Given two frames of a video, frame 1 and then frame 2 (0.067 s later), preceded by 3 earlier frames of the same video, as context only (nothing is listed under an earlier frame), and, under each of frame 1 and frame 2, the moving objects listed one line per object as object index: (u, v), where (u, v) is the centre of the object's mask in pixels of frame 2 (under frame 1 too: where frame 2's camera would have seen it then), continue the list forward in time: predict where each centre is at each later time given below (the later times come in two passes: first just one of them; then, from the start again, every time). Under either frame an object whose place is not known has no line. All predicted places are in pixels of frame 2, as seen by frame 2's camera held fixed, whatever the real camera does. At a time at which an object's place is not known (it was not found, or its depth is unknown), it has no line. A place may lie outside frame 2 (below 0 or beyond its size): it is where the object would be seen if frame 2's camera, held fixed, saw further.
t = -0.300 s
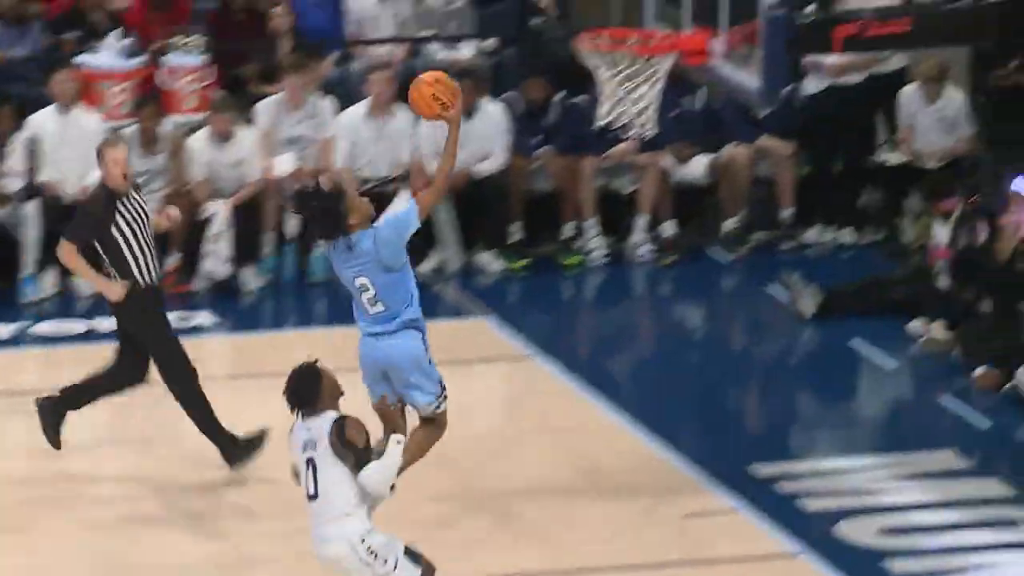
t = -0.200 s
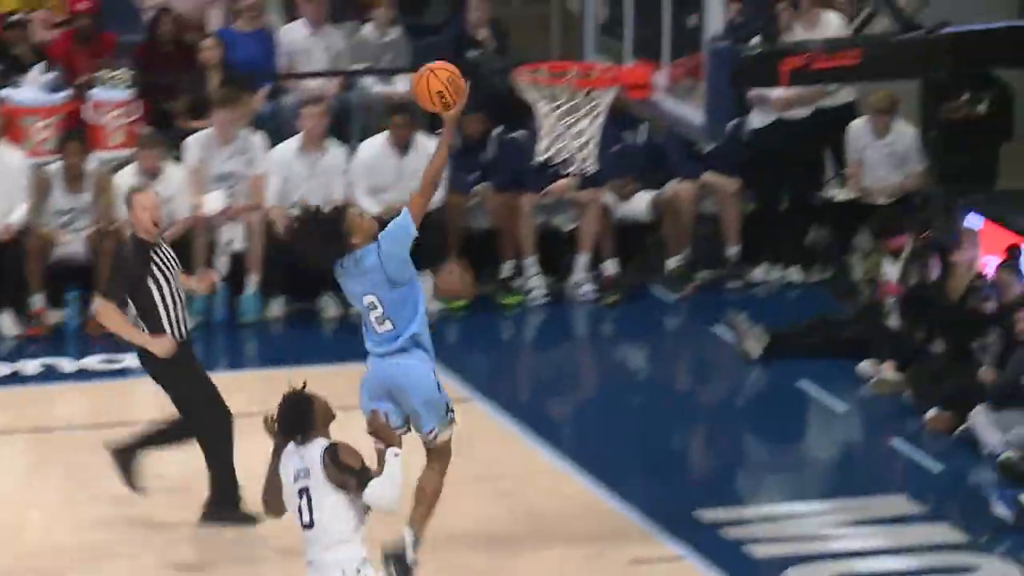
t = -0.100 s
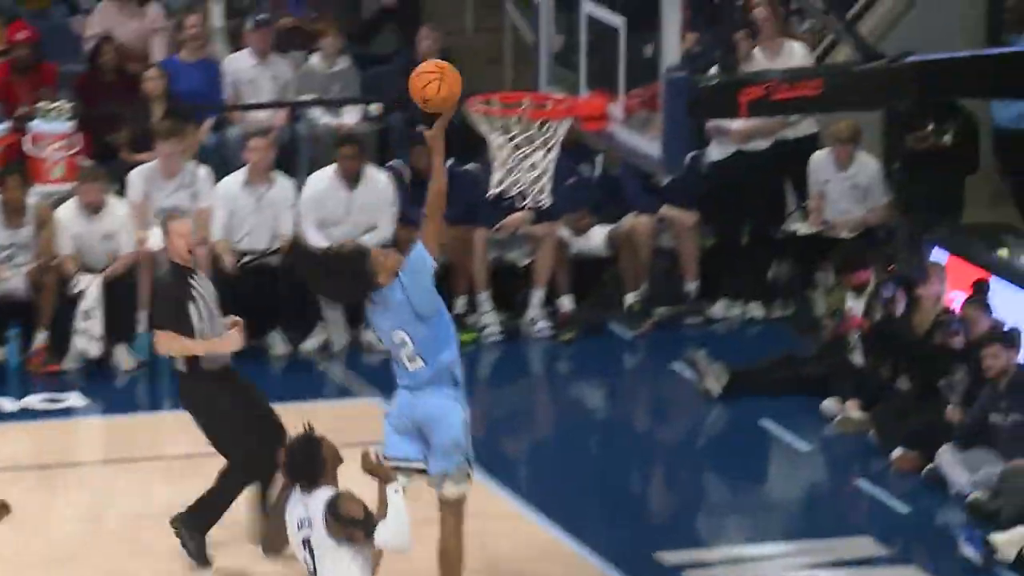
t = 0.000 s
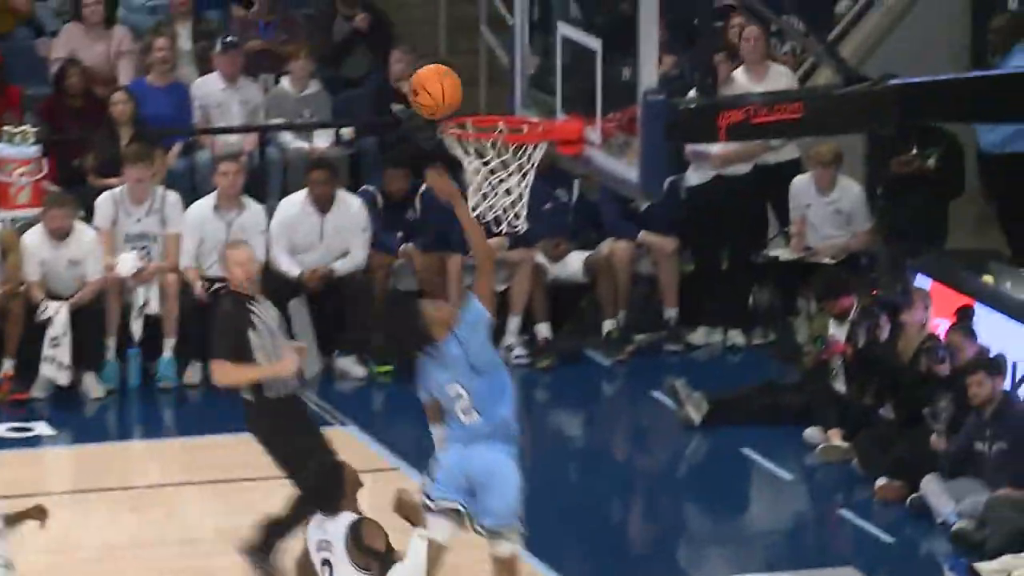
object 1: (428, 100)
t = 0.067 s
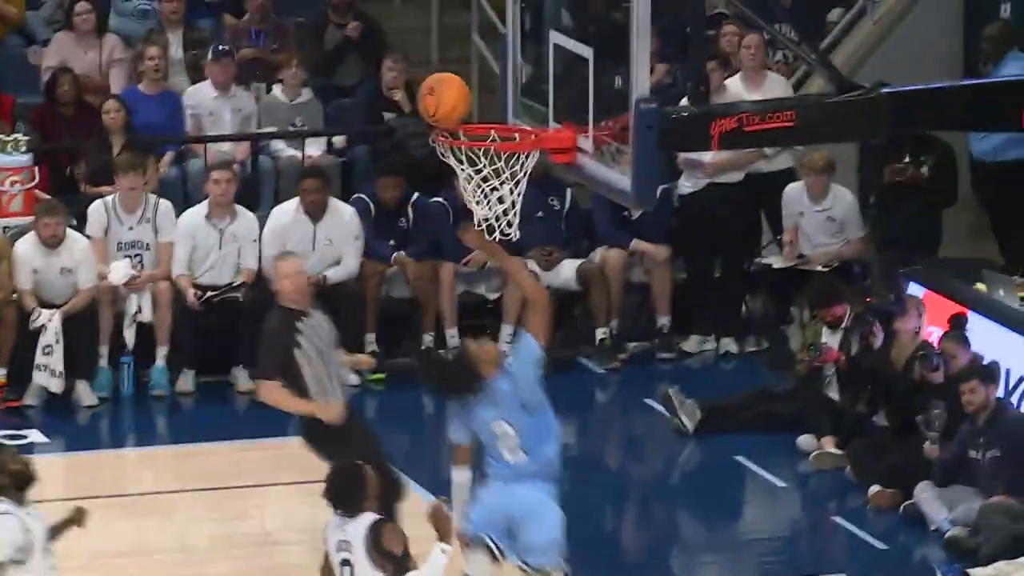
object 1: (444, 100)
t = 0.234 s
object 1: (485, 140)
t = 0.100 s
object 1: (452, 103)
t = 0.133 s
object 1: (460, 109)
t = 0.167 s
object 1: (469, 117)
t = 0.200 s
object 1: (477, 123)
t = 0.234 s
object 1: (485, 140)
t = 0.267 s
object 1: (492, 153)
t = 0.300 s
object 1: (502, 173)
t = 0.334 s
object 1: (510, 194)
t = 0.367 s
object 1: (514, 206)
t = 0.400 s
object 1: (516, 219)
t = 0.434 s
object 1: (519, 237)
